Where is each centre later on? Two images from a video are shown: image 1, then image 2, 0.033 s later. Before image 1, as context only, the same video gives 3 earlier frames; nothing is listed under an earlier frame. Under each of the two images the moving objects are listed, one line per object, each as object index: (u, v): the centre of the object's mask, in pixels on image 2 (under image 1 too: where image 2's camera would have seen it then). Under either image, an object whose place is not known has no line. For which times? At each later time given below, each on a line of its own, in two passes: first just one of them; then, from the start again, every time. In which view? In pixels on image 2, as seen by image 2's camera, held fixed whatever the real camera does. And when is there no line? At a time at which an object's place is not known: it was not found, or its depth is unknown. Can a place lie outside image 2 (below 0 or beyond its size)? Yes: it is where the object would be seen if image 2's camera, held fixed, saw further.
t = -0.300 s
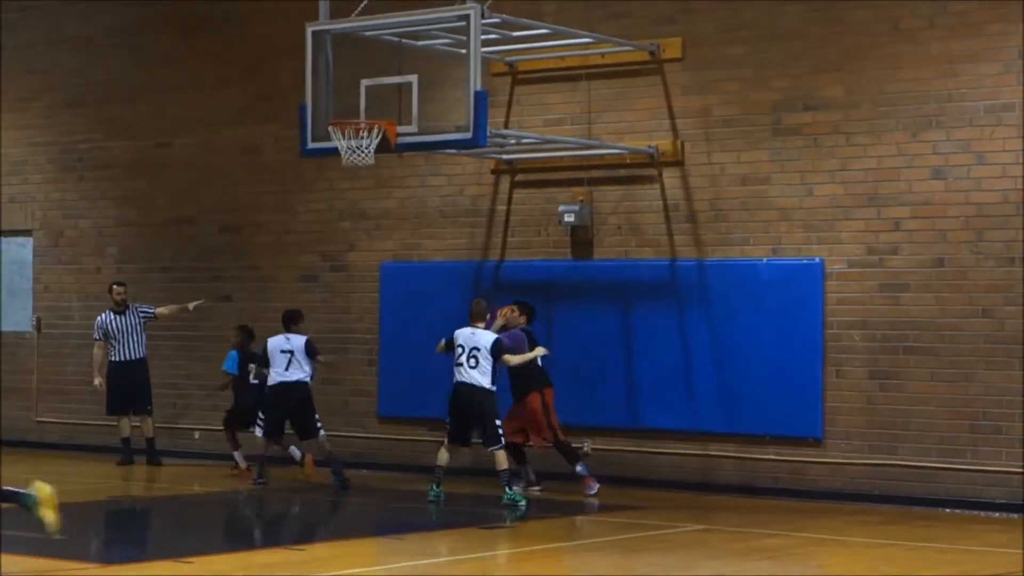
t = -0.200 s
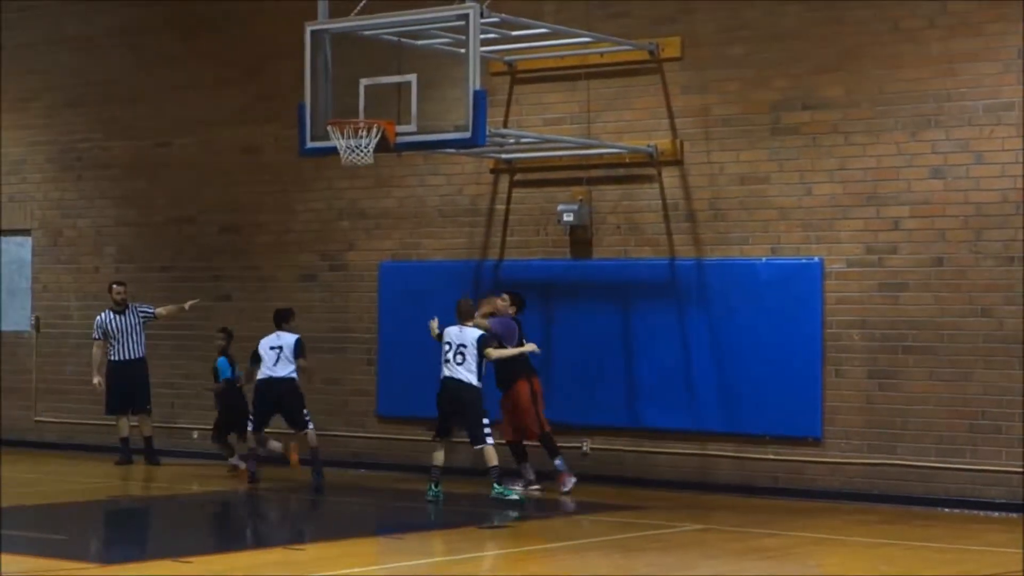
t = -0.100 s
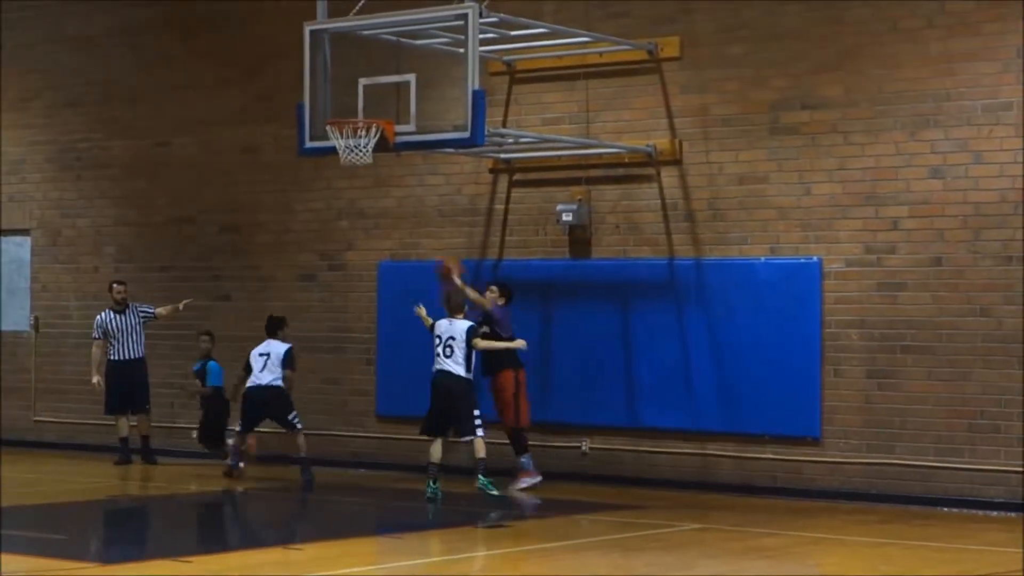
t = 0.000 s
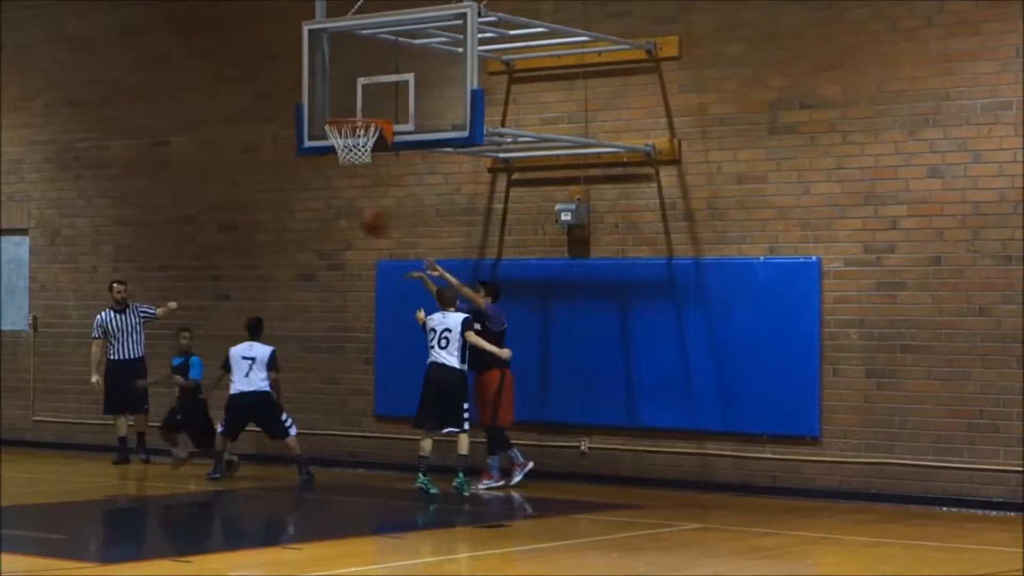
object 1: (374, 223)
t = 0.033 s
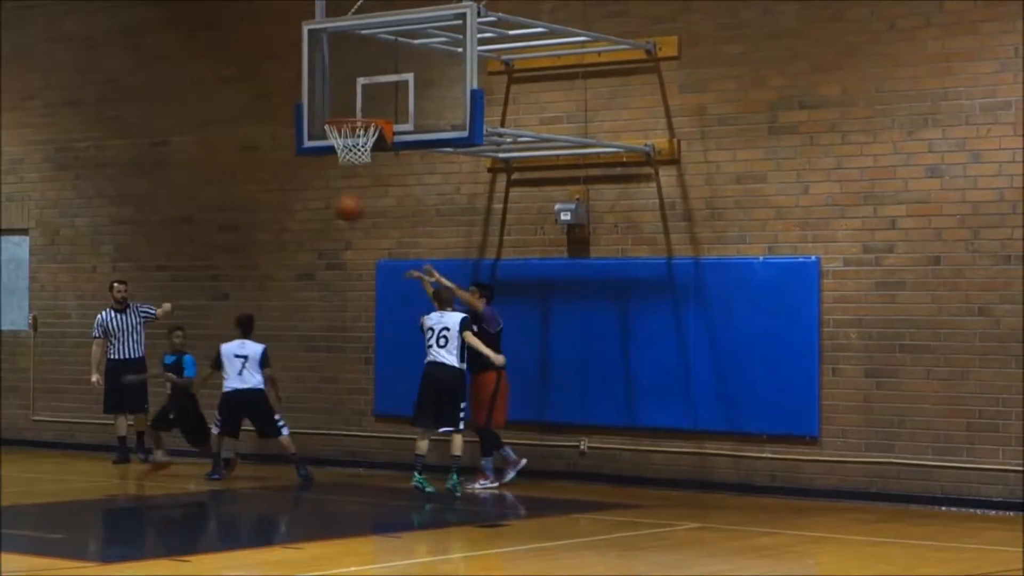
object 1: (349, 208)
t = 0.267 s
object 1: (174, 146)
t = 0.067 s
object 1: (322, 193)
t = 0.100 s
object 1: (300, 183)
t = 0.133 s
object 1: (275, 173)
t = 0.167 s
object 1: (249, 165)
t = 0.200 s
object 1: (224, 157)
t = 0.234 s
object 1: (199, 151)
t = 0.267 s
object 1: (174, 146)
